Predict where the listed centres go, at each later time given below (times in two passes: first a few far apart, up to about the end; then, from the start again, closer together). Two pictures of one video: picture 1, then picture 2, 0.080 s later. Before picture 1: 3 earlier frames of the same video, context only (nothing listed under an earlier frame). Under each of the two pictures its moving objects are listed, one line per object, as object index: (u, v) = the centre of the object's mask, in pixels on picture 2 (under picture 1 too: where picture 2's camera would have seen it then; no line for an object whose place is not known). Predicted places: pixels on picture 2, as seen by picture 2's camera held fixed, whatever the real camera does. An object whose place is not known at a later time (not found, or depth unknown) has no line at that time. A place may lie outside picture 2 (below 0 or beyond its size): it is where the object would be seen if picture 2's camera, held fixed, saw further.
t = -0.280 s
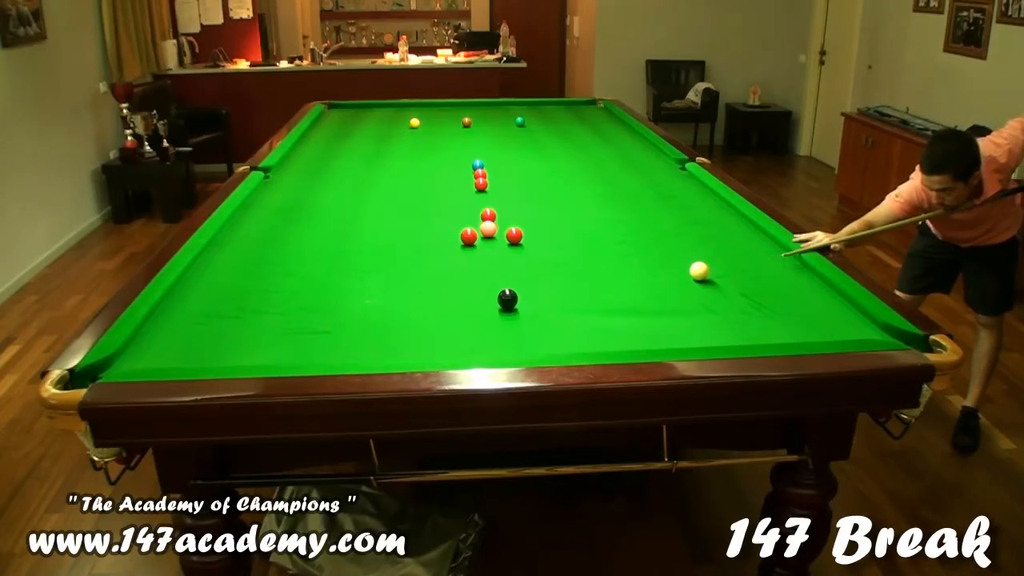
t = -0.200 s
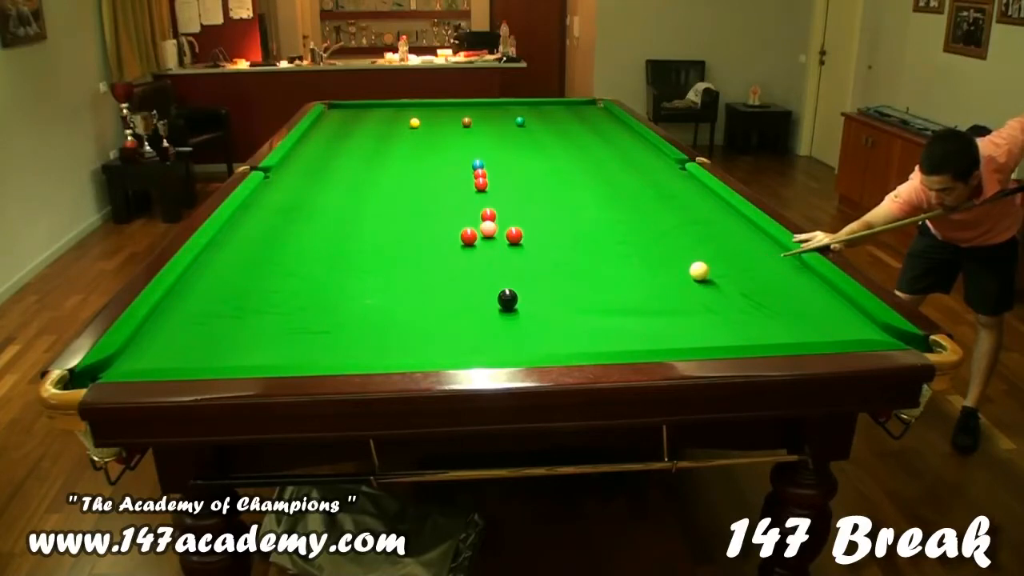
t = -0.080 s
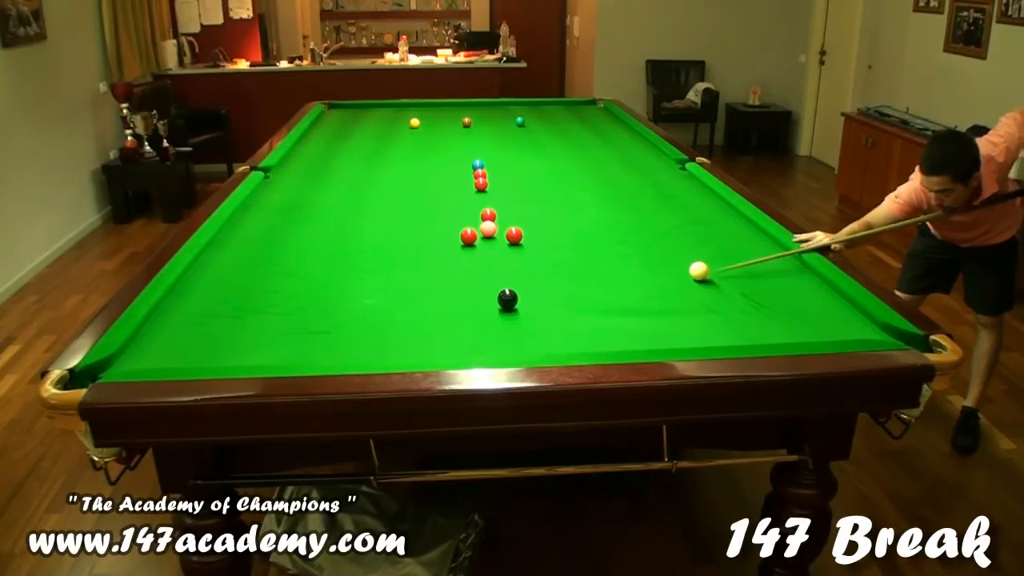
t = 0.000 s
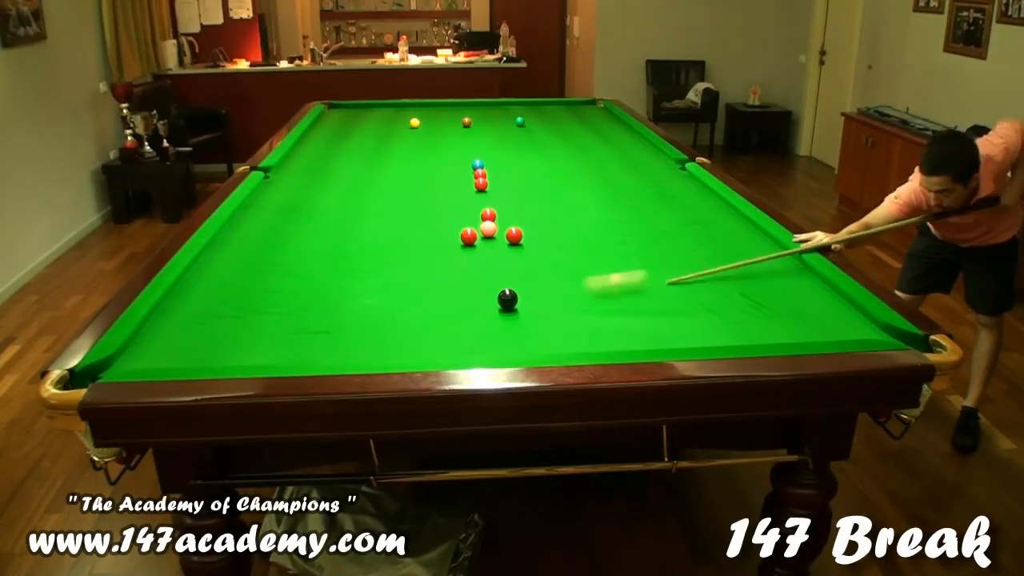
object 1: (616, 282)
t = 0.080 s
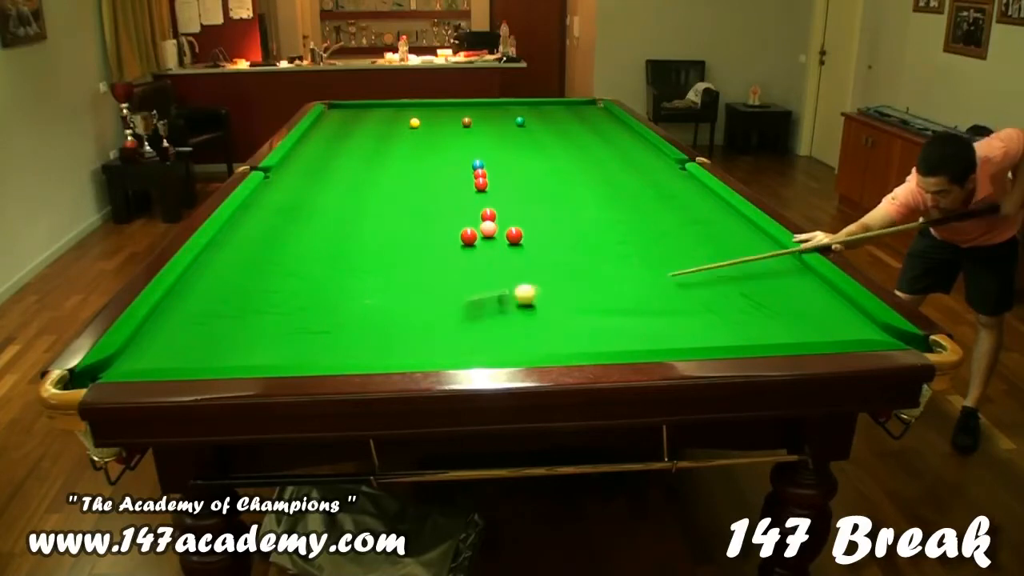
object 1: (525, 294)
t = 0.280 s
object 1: (531, 285)
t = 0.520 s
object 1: (568, 271)
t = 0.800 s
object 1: (608, 258)
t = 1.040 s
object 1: (637, 248)
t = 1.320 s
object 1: (666, 238)
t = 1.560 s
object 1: (689, 230)
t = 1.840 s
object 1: (711, 222)
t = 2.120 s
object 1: (731, 215)
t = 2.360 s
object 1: (725, 211)
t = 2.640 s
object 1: (706, 207)
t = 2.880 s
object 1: (692, 205)
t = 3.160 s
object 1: (678, 202)
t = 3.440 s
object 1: (666, 200)
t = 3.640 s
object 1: (658, 199)
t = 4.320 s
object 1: (640, 195)
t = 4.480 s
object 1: (637, 194)
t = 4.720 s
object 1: (635, 194)
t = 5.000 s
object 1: (633, 193)
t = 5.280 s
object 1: (633, 193)
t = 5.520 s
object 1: (633, 193)
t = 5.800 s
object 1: (633, 193)
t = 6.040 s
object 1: (633, 193)
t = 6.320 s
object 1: (633, 193)
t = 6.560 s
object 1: (633, 193)
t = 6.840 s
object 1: (633, 193)
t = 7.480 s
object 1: (632, 193)
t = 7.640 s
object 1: (633, 193)
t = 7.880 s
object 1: (633, 193)
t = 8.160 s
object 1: (633, 193)
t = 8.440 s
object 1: (633, 193)
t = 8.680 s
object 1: (633, 193)
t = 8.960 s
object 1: (633, 193)
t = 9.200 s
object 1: (633, 193)
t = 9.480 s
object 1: (633, 194)
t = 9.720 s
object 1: (633, 194)
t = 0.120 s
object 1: (522, 293)
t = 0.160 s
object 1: (522, 291)
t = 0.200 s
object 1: (523, 289)
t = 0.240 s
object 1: (526, 287)
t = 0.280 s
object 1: (531, 285)
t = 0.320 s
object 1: (536, 282)
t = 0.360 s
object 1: (544, 280)
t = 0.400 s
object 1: (550, 278)
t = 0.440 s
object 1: (556, 276)
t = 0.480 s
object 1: (562, 274)
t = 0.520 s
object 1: (568, 271)
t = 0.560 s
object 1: (574, 269)
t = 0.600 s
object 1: (580, 267)
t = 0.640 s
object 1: (586, 265)
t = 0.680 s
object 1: (591, 263)
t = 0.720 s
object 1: (597, 262)
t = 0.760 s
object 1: (602, 260)
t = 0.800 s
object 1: (608, 258)
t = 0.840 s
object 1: (613, 256)
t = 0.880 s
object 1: (618, 254)
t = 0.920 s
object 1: (623, 253)
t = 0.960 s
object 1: (627, 251)
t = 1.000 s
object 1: (632, 250)
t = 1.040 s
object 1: (637, 248)
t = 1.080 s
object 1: (641, 247)
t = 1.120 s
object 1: (646, 245)
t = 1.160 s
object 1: (650, 244)
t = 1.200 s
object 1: (654, 242)
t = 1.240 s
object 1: (659, 241)
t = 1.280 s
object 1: (663, 239)
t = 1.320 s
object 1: (666, 238)
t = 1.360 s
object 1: (670, 237)
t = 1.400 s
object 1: (674, 235)
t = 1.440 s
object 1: (678, 234)
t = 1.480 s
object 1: (681, 233)
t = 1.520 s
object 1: (685, 232)
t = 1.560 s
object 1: (689, 230)
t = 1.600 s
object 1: (692, 229)
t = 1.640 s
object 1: (696, 228)
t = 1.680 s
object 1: (699, 227)
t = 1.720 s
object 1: (702, 225)
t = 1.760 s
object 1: (705, 224)
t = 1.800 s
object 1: (708, 223)
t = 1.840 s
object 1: (711, 222)
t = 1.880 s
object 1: (714, 221)
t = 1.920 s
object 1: (717, 220)
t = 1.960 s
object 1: (720, 219)
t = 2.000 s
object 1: (723, 218)
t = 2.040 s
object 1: (725, 217)
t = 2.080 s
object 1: (728, 216)
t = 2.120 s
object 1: (731, 215)
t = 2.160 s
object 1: (733, 214)
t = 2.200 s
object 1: (735, 213)
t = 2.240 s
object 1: (733, 212)
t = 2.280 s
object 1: (730, 212)
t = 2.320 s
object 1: (727, 211)
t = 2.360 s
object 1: (725, 211)
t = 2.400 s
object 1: (722, 210)
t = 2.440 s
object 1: (719, 210)
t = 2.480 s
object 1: (717, 209)
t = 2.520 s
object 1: (714, 209)
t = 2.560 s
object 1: (711, 208)
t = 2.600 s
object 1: (709, 208)
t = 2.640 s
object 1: (706, 207)
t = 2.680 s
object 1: (704, 207)
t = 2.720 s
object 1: (701, 206)
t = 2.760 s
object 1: (699, 206)
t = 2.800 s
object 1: (696, 206)
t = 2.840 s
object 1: (695, 205)
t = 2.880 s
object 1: (692, 205)
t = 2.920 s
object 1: (690, 204)
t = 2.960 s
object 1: (688, 204)
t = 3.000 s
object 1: (686, 204)
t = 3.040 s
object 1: (684, 203)
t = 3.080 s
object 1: (682, 203)
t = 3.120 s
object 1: (680, 202)
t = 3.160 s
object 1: (678, 202)
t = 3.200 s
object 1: (676, 202)
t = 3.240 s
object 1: (674, 201)
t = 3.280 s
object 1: (672, 201)
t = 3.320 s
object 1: (671, 201)
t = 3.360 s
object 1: (669, 200)
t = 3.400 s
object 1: (668, 200)
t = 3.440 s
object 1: (666, 200)
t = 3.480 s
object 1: (664, 200)
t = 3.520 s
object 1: (663, 199)
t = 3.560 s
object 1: (661, 199)
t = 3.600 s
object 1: (660, 199)
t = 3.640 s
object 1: (658, 199)
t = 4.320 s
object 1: (640, 195)
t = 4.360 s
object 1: (640, 195)
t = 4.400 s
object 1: (639, 195)
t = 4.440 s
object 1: (638, 194)
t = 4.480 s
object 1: (637, 194)
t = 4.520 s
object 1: (637, 194)
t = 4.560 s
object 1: (636, 194)
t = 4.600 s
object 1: (636, 194)
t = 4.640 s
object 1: (635, 194)
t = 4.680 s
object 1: (635, 194)
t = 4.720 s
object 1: (635, 194)
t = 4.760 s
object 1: (634, 194)
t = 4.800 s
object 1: (634, 194)
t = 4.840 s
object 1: (634, 194)
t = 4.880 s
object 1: (633, 194)
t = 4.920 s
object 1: (633, 194)
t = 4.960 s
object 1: (633, 193)
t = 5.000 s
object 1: (633, 193)
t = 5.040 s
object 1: (633, 193)
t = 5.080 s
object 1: (633, 193)
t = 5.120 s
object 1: (633, 193)
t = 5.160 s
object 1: (633, 193)
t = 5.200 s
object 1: (633, 193)
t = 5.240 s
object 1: (633, 193)
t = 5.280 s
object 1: (633, 193)
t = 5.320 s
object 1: (633, 193)
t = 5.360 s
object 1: (633, 193)
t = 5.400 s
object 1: (633, 193)
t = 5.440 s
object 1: (633, 193)
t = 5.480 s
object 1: (633, 193)
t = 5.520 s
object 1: (633, 193)
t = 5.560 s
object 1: (633, 193)
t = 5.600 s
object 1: (633, 193)
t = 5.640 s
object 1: (633, 193)
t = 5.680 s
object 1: (633, 193)
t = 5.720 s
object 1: (633, 193)
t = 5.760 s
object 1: (633, 193)
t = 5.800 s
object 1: (633, 193)
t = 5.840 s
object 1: (633, 193)
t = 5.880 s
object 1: (633, 193)
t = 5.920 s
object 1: (633, 193)
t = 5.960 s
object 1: (633, 193)
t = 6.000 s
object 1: (633, 193)
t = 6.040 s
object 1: (633, 193)
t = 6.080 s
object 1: (633, 193)
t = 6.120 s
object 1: (633, 193)
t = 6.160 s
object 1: (633, 193)
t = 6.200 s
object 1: (633, 193)
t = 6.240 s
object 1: (633, 193)
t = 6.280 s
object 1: (633, 193)
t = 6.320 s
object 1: (633, 193)
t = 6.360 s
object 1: (633, 193)
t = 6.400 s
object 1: (633, 193)
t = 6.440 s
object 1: (633, 193)
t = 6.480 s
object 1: (633, 193)
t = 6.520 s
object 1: (633, 193)
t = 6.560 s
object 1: (633, 193)
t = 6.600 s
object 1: (633, 193)
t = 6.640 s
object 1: (633, 193)
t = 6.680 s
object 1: (633, 193)
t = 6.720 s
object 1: (633, 193)
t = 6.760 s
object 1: (633, 193)
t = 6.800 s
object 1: (633, 193)
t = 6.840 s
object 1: (633, 193)
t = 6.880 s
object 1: (633, 193)
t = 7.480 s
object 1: (632, 193)
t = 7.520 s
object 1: (633, 193)
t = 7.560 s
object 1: (633, 193)
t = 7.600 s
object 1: (633, 193)
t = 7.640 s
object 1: (633, 193)
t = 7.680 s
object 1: (633, 193)
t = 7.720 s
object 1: (633, 193)
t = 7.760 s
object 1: (633, 193)
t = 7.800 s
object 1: (633, 193)
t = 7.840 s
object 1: (633, 193)
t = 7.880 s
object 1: (633, 193)
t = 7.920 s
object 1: (633, 193)
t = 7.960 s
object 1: (633, 193)
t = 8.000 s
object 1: (633, 193)
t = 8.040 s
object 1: (633, 193)
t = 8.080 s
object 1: (633, 193)
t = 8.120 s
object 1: (633, 193)
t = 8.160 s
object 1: (633, 193)
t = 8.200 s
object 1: (633, 193)
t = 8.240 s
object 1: (633, 193)
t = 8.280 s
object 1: (633, 193)
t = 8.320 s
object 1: (633, 193)
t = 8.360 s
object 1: (633, 193)
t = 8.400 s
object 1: (633, 193)
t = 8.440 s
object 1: (633, 193)
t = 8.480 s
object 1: (633, 193)
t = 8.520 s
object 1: (633, 193)
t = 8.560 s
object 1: (633, 193)
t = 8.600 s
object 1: (633, 193)
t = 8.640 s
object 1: (633, 193)
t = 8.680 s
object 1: (633, 193)
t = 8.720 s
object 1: (633, 193)
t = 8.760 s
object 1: (633, 193)
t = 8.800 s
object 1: (633, 193)
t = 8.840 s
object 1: (633, 193)
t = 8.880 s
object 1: (633, 193)
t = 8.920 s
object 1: (633, 193)
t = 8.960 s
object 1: (633, 193)
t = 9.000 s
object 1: (633, 193)
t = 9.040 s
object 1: (633, 193)
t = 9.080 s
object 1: (633, 193)
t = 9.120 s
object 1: (633, 193)
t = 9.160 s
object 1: (633, 193)
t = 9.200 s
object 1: (633, 193)
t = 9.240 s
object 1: (633, 193)
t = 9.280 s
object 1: (633, 193)
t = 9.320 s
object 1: (633, 193)
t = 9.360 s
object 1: (633, 194)
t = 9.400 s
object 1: (633, 194)
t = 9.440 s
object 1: (633, 194)
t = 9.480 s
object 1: (633, 194)
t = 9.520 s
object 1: (633, 194)
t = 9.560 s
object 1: (633, 194)
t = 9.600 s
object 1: (633, 194)
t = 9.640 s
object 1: (633, 194)
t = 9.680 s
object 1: (633, 194)
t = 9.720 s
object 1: (633, 194)
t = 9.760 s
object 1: (633, 194)
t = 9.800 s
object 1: (633, 194)
